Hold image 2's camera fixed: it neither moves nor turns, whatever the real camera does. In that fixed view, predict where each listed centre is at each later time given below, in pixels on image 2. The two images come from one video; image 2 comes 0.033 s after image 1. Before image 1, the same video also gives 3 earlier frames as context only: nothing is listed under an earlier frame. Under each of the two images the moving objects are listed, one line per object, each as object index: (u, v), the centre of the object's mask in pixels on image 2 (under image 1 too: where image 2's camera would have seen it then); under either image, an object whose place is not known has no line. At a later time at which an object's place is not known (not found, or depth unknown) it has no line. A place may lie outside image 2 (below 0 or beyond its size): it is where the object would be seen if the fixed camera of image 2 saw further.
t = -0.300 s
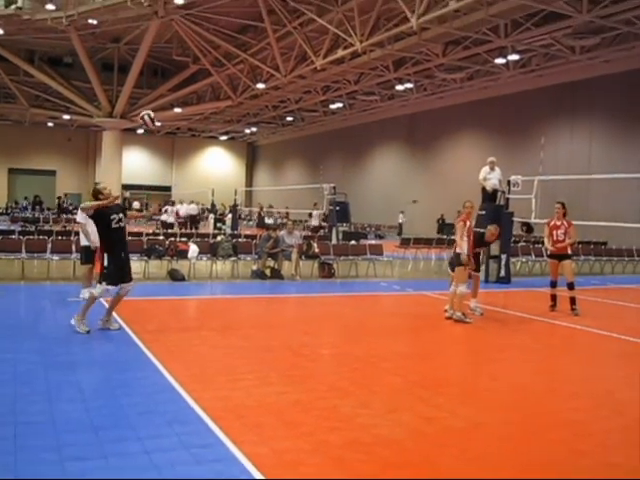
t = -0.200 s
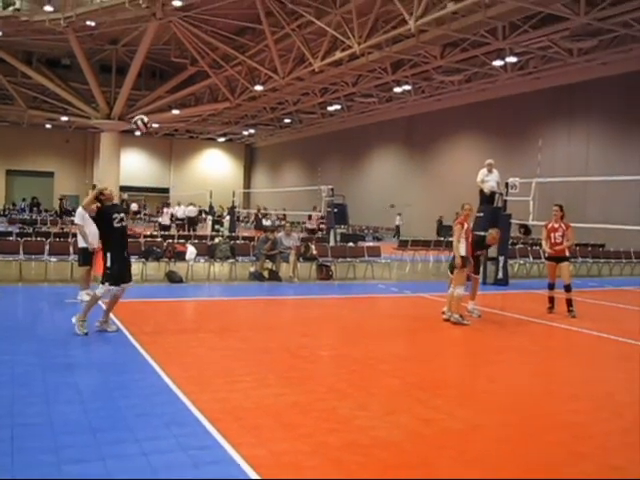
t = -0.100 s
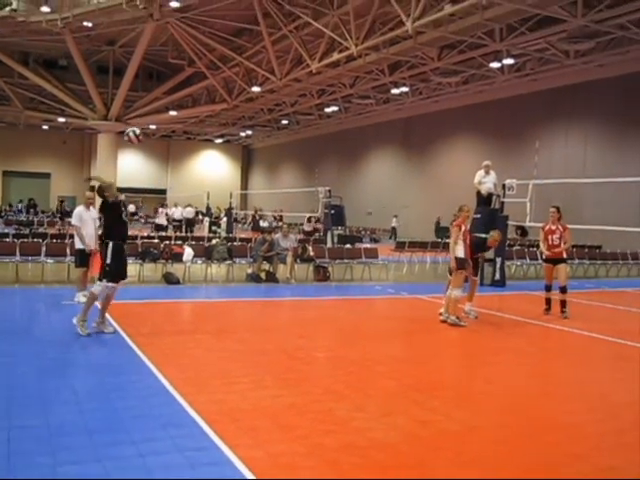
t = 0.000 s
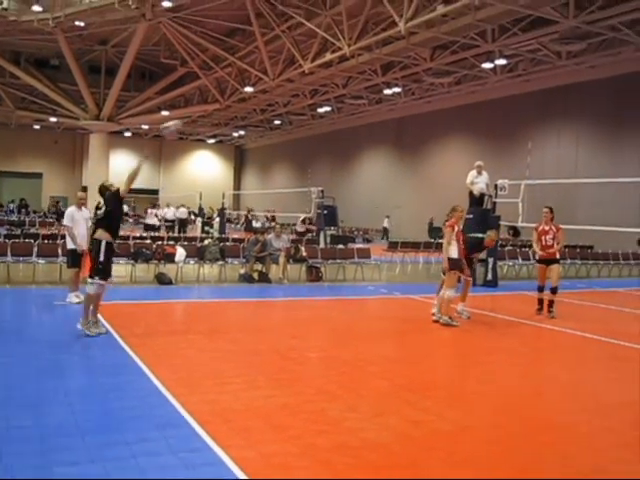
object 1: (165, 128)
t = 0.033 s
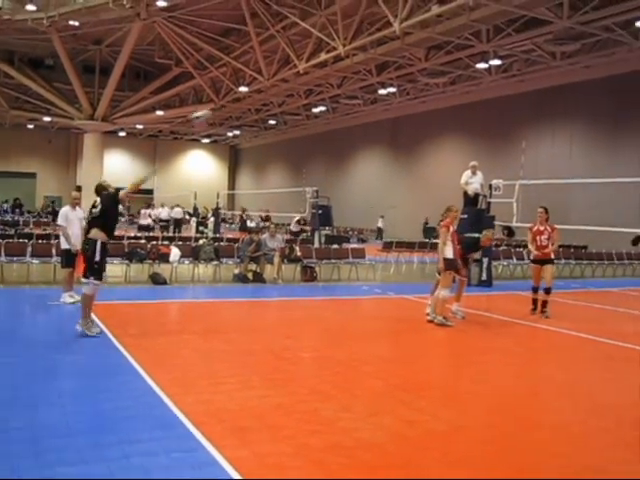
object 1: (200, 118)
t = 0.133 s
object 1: (297, 88)
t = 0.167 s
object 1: (325, 81)
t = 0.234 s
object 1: (379, 73)
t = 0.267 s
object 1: (405, 70)
